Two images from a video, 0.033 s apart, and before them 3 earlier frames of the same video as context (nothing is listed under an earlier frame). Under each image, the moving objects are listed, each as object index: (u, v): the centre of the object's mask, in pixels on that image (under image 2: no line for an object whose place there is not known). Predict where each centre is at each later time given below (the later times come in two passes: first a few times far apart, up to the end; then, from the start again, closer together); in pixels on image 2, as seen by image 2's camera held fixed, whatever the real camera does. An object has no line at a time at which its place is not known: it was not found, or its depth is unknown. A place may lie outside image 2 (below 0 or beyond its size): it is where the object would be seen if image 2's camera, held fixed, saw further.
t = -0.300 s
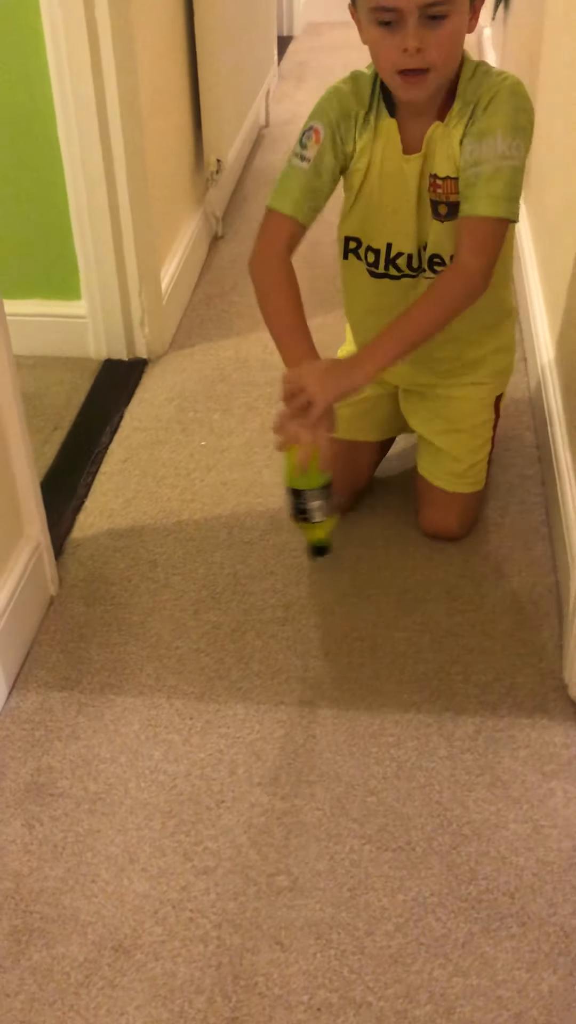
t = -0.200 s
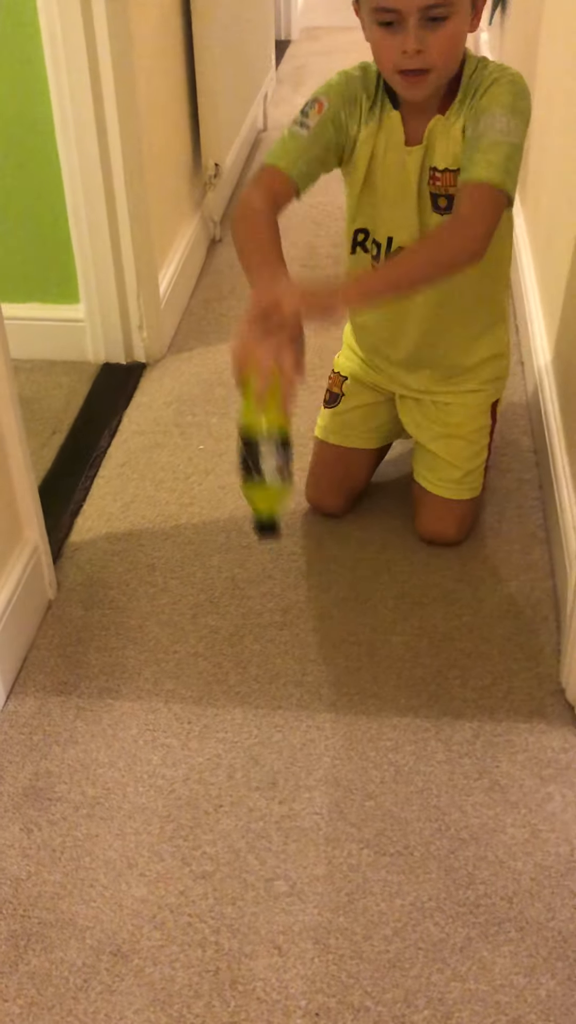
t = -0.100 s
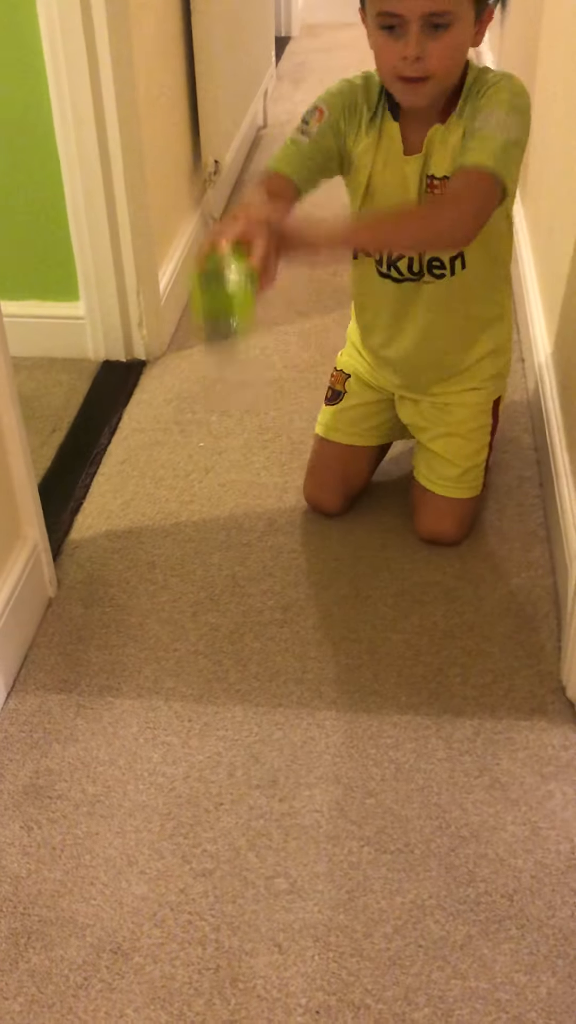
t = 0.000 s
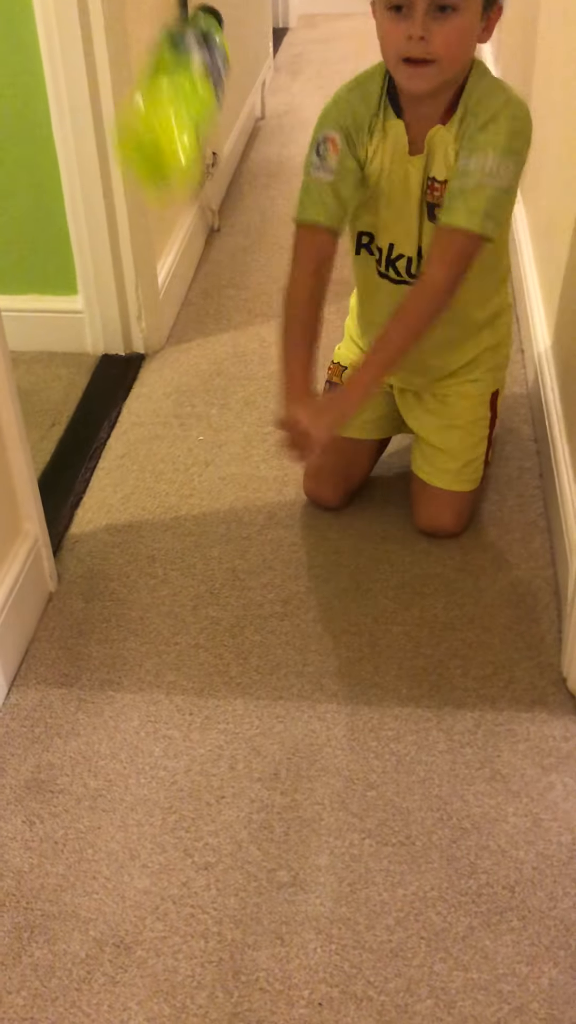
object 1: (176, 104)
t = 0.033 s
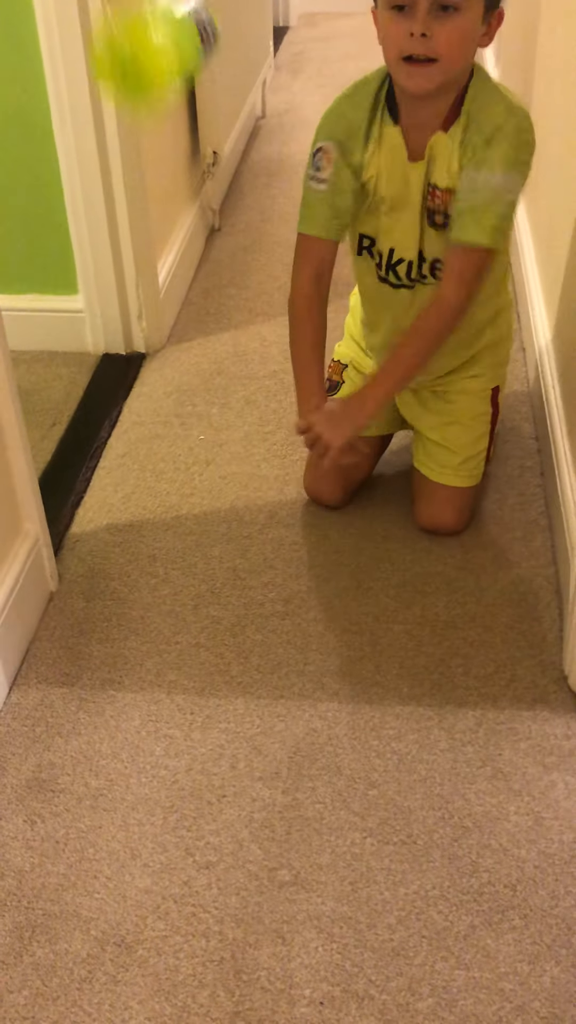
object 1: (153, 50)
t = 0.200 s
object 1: (90, 94)
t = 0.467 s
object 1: (67, 668)
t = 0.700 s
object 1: (101, 948)
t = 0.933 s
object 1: (111, 947)
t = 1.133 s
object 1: (131, 945)
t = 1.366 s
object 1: (144, 966)
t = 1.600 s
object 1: (159, 966)
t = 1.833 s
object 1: (167, 966)
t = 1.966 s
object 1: (169, 966)
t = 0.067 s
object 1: (149, 30)
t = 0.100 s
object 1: (147, 41)
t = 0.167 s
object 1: (109, 76)
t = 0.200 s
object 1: (90, 94)
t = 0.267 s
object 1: (64, 136)
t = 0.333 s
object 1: (51, 278)
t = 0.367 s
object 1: (56, 371)
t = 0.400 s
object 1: (52, 465)
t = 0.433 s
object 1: (61, 568)
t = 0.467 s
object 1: (67, 668)
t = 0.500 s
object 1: (76, 769)
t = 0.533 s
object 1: (87, 874)
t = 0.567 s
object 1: (102, 927)
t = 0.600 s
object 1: (111, 940)
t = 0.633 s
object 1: (106, 955)
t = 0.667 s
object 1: (101, 954)
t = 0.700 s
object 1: (101, 948)
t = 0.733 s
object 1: (100, 946)
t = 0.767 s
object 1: (101, 948)
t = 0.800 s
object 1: (103, 956)
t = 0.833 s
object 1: (106, 956)
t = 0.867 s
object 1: (107, 955)
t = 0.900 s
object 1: (109, 951)
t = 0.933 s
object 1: (111, 947)
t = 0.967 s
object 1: (114, 943)
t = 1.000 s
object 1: (117, 941)
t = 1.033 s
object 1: (121, 940)
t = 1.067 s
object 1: (126, 941)
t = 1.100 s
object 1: (129, 943)
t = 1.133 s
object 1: (131, 945)
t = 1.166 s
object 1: (132, 947)
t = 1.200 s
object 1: (134, 948)
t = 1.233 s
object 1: (134, 952)
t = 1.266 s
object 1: (136, 956)
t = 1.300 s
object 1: (139, 961)
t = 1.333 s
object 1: (142, 966)
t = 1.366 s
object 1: (144, 966)
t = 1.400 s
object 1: (146, 966)
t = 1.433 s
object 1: (147, 966)
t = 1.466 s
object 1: (148, 966)
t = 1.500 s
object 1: (151, 965)
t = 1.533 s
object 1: (154, 966)
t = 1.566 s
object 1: (157, 966)
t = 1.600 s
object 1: (159, 966)
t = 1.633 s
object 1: (160, 965)
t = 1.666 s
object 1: (161, 966)
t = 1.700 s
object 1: (162, 966)
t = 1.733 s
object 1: (163, 966)
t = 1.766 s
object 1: (165, 966)
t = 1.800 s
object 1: (166, 966)
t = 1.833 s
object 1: (167, 966)
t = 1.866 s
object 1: (167, 966)
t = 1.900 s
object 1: (167, 966)
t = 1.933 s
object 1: (168, 966)
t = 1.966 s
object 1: (169, 966)
